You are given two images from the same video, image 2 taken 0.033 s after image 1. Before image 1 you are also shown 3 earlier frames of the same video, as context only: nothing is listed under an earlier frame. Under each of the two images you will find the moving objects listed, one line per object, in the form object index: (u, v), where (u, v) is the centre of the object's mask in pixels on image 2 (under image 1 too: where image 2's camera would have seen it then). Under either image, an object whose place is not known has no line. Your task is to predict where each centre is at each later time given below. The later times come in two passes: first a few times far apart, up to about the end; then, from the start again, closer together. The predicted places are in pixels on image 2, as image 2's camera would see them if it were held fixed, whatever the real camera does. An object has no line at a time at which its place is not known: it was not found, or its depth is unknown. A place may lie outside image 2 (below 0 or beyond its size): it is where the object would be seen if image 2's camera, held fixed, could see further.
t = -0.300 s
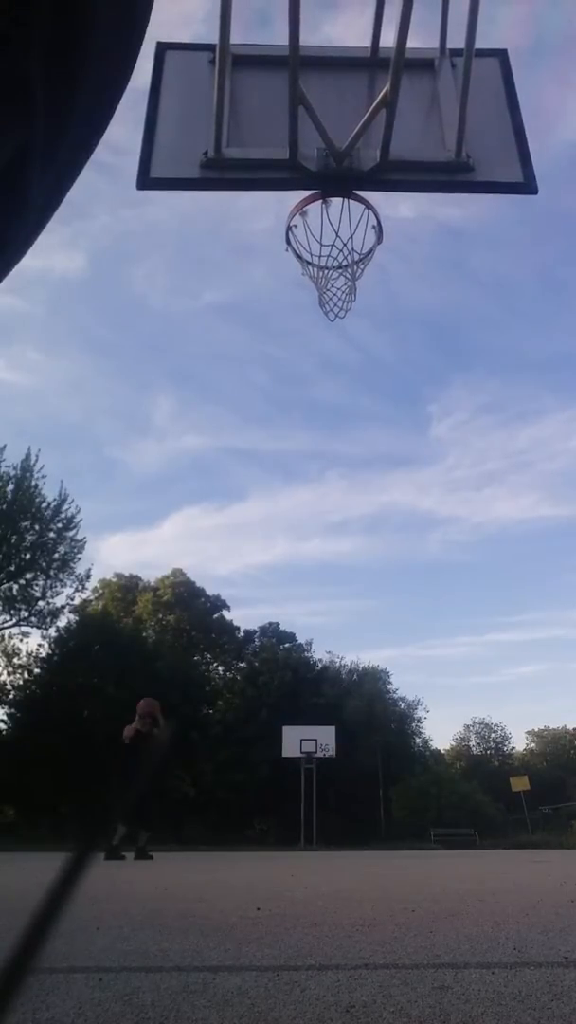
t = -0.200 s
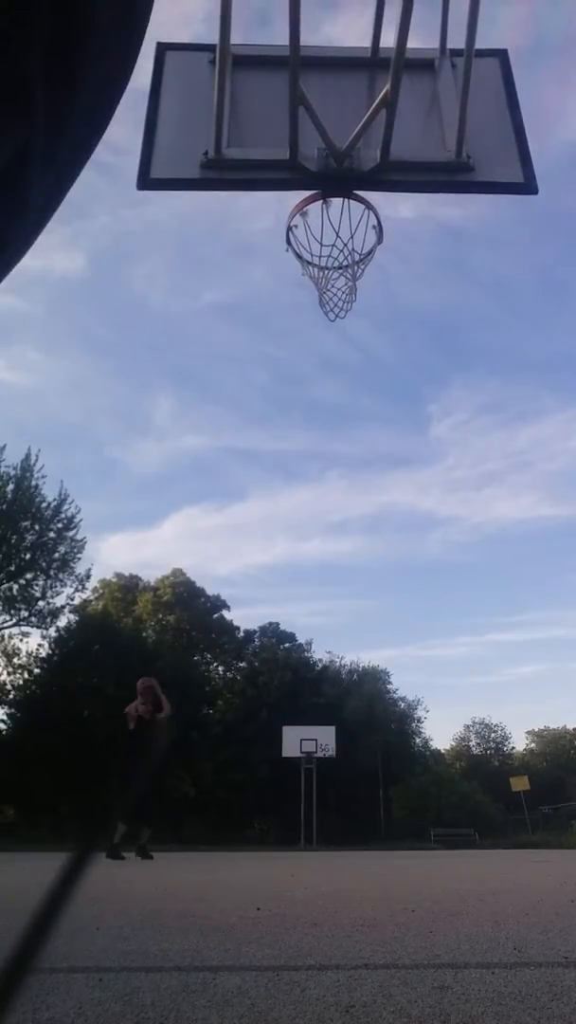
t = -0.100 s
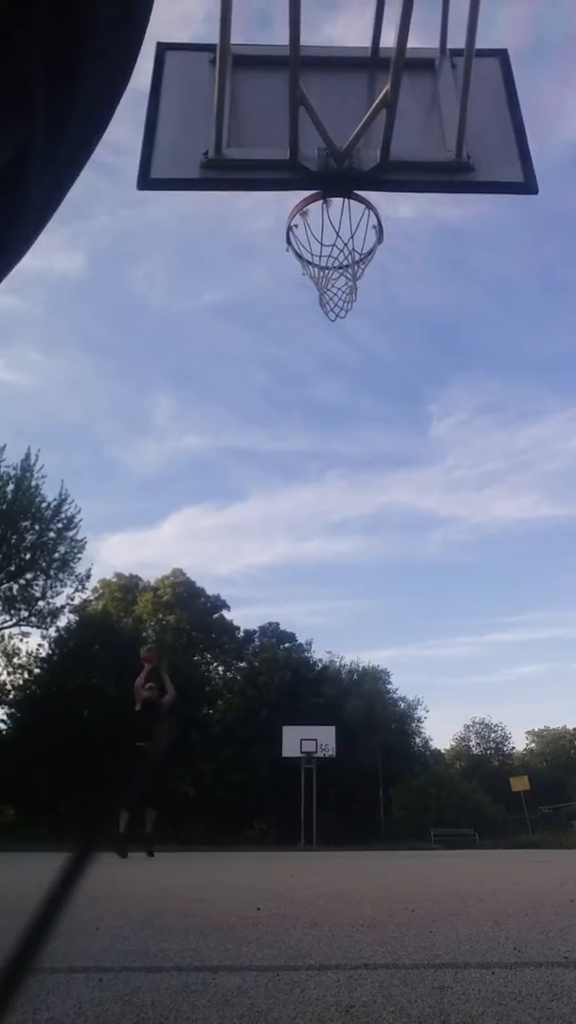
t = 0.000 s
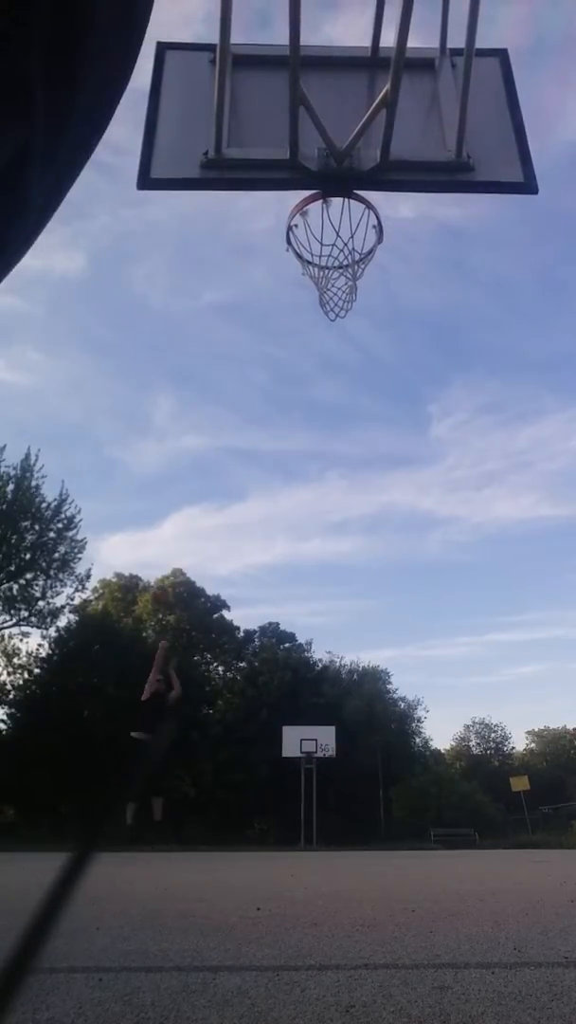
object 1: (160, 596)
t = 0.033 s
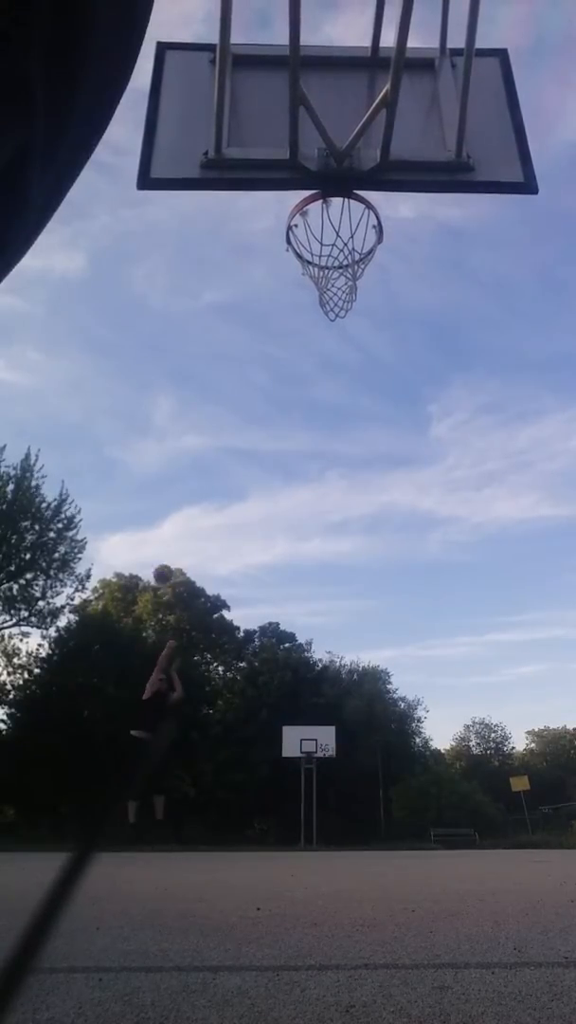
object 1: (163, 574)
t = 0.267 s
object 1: (186, 452)
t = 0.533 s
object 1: (211, 347)
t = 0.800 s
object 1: (237, 276)
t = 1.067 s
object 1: (270, 247)
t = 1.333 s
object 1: (324, 296)
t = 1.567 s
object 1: (340, 579)
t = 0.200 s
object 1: (180, 483)
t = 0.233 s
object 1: (183, 467)
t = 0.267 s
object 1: (186, 452)
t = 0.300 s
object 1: (189, 437)
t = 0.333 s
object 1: (193, 422)
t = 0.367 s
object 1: (195, 408)
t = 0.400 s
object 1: (198, 395)
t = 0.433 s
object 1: (201, 383)
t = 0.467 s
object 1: (205, 370)
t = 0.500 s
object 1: (208, 358)
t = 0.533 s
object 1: (211, 347)
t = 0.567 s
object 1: (214, 336)
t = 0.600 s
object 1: (217, 326)
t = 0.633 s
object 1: (220, 316)
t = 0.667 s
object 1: (224, 307)
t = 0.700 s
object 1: (227, 299)
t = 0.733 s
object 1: (230, 291)
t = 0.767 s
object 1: (234, 283)
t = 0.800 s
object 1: (237, 276)
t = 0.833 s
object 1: (241, 270)
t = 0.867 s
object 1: (245, 265)
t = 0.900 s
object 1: (249, 260)
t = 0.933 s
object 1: (252, 256)
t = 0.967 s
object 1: (257, 252)
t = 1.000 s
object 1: (261, 249)
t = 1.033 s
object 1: (265, 248)
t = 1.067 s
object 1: (270, 247)
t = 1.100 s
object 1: (275, 247)
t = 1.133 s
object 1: (280, 248)
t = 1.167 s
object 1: (287, 251)
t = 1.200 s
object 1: (293, 254)
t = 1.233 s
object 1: (300, 260)
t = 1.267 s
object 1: (307, 267)
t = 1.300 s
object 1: (317, 277)
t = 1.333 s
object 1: (324, 296)
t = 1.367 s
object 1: (325, 329)
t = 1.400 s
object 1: (328, 364)
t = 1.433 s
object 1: (330, 402)
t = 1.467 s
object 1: (333, 443)
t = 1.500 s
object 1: (335, 485)
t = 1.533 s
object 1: (337, 531)
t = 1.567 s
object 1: (340, 579)
